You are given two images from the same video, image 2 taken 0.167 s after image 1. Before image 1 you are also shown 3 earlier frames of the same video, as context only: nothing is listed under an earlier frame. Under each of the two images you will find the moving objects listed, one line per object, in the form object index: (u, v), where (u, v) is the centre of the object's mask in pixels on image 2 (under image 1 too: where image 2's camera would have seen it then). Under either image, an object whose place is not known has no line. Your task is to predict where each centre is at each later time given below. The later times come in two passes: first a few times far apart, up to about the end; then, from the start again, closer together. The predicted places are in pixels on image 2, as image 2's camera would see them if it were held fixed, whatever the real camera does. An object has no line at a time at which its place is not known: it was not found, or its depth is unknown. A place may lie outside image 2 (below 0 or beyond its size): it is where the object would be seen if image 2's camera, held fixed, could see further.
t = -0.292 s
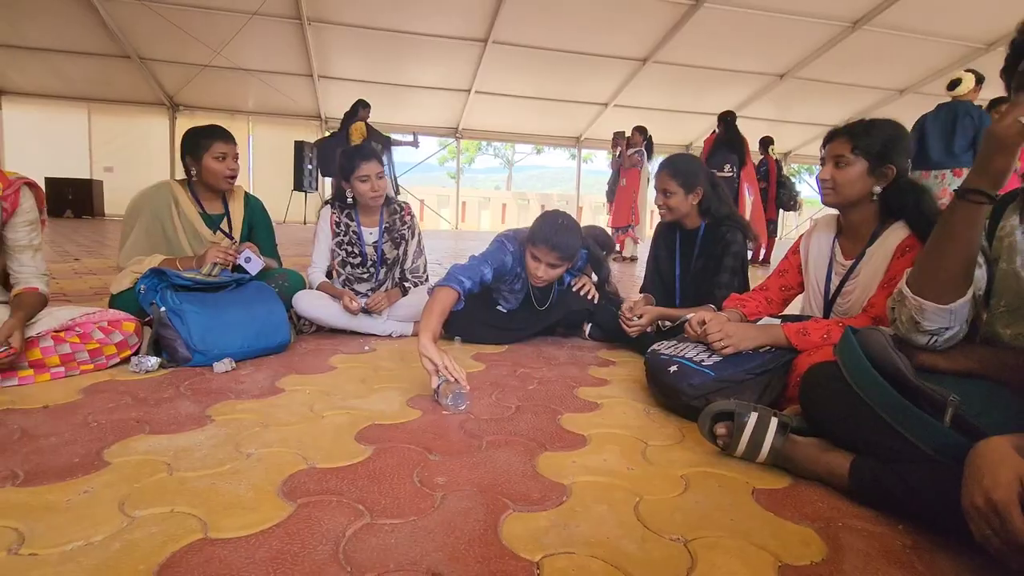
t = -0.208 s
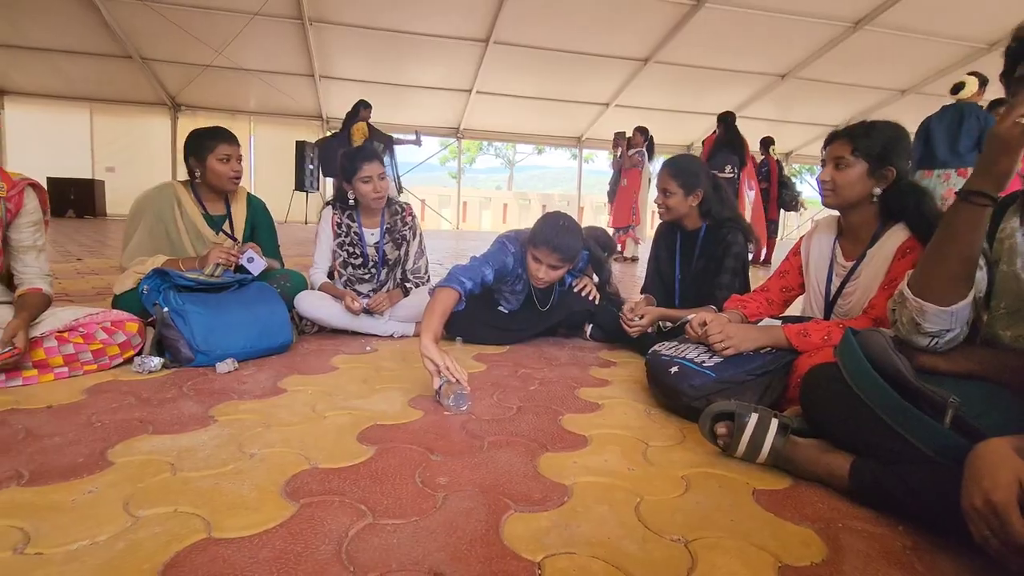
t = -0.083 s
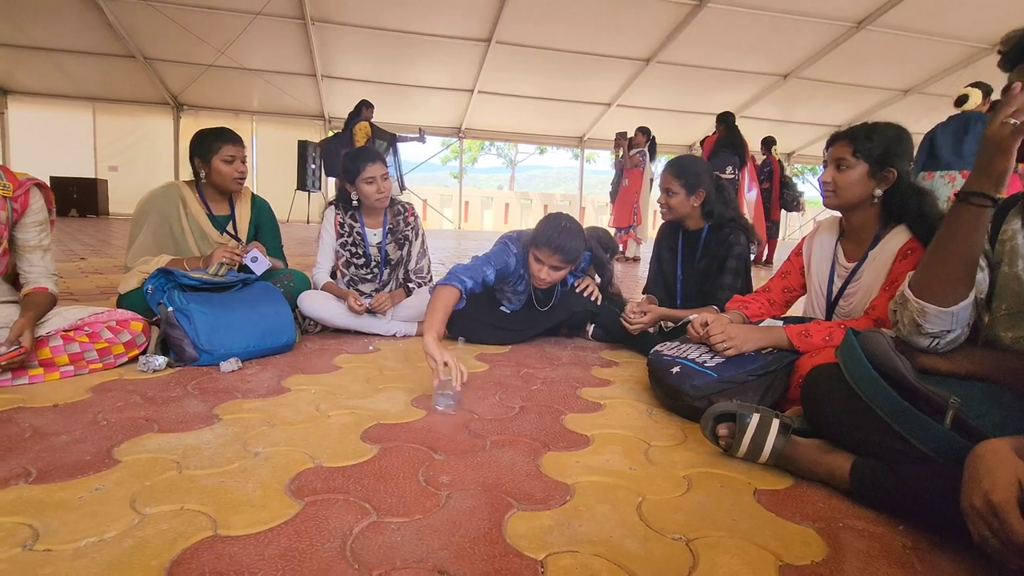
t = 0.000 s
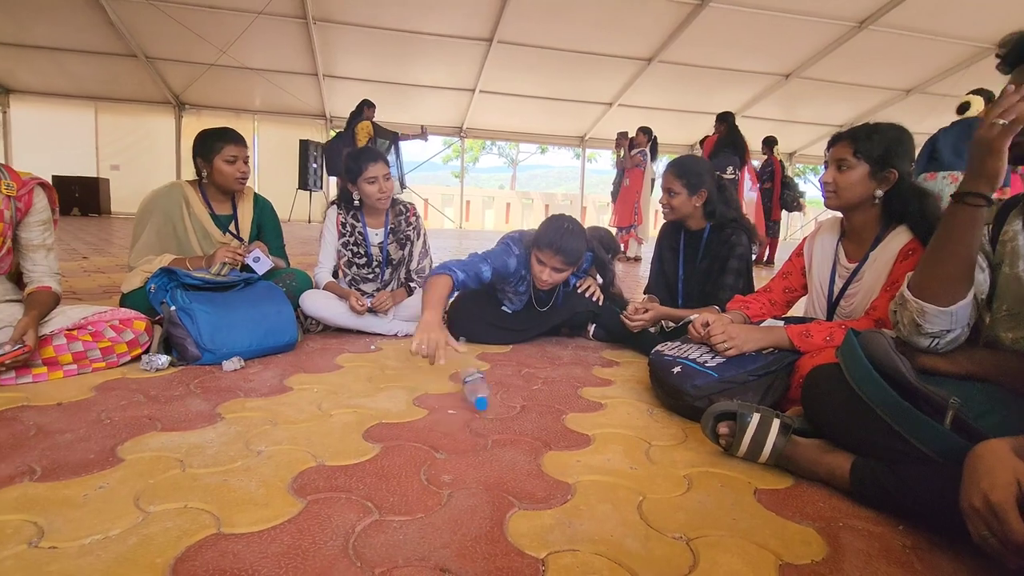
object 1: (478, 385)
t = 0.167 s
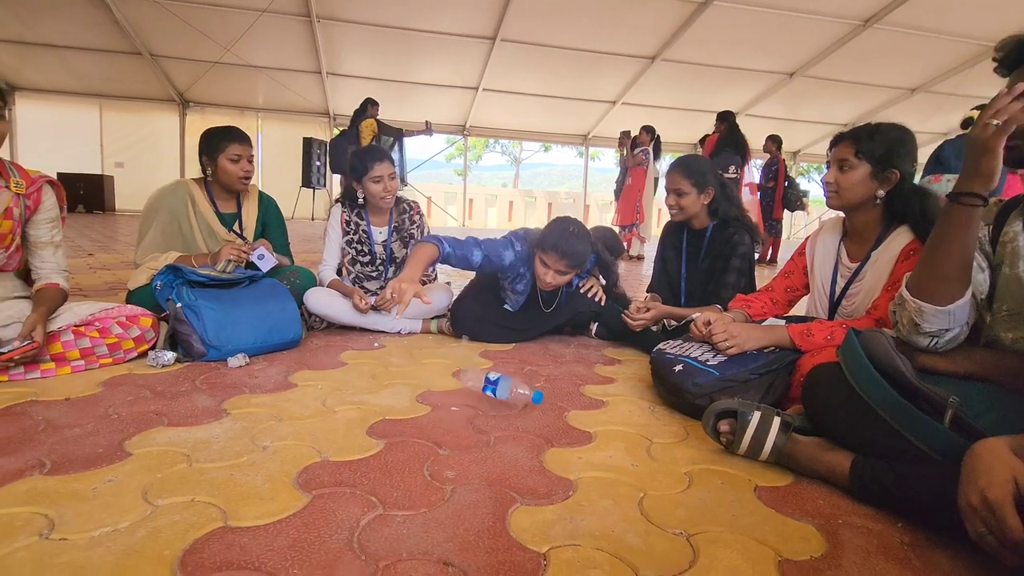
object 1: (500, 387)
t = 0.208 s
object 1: (509, 381)
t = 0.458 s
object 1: (523, 397)
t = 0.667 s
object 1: (548, 400)
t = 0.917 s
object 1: (570, 398)
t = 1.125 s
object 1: (549, 400)
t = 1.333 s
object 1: (559, 397)
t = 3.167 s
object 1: (580, 405)
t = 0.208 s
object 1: (509, 381)
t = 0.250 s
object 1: (524, 388)
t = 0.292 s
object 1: (524, 399)
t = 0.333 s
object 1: (513, 402)
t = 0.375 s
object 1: (508, 396)
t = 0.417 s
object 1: (515, 396)
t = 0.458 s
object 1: (523, 397)
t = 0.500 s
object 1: (542, 391)
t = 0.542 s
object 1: (548, 395)
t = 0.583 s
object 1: (555, 407)
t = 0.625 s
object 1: (552, 409)
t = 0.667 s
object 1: (548, 400)
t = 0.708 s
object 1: (548, 399)
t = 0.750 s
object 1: (555, 395)
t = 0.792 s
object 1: (561, 397)
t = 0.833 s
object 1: (566, 398)
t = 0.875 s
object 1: (570, 400)
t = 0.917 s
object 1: (570, 398)
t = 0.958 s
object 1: (567, 399)
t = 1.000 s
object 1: (563, 405)
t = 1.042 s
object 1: (557, 407)
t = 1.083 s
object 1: (551, 402)
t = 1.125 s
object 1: (549, 400)
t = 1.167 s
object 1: (548, 401)
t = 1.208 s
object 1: (552, 398)
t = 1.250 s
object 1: (553, 397)
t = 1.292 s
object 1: (555, 396)
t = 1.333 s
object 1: (559, 397)
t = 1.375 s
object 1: (559, 395)
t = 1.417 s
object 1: (561, 396)
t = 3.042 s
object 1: (580, 405)
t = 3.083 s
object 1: (580, 405)
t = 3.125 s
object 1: (580, 405)
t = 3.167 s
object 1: (580, 405)
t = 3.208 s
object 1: (580, 405)
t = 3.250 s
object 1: (580, 405)
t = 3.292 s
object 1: (580, 405)
